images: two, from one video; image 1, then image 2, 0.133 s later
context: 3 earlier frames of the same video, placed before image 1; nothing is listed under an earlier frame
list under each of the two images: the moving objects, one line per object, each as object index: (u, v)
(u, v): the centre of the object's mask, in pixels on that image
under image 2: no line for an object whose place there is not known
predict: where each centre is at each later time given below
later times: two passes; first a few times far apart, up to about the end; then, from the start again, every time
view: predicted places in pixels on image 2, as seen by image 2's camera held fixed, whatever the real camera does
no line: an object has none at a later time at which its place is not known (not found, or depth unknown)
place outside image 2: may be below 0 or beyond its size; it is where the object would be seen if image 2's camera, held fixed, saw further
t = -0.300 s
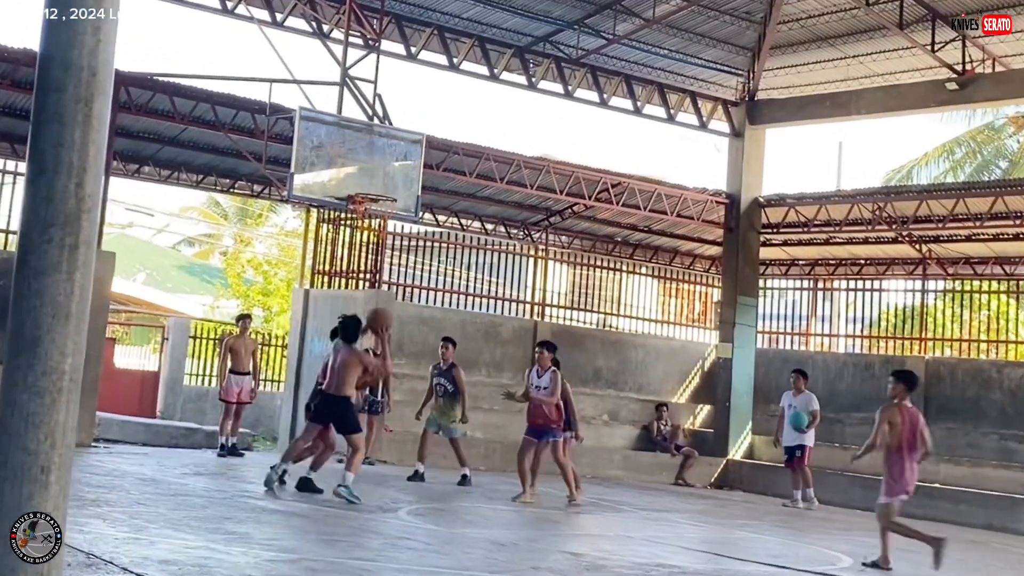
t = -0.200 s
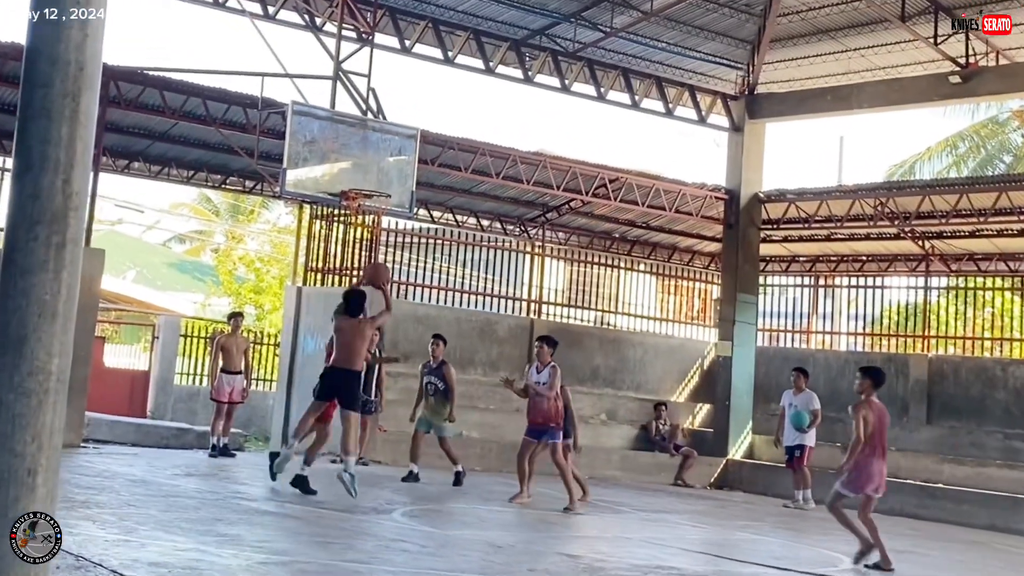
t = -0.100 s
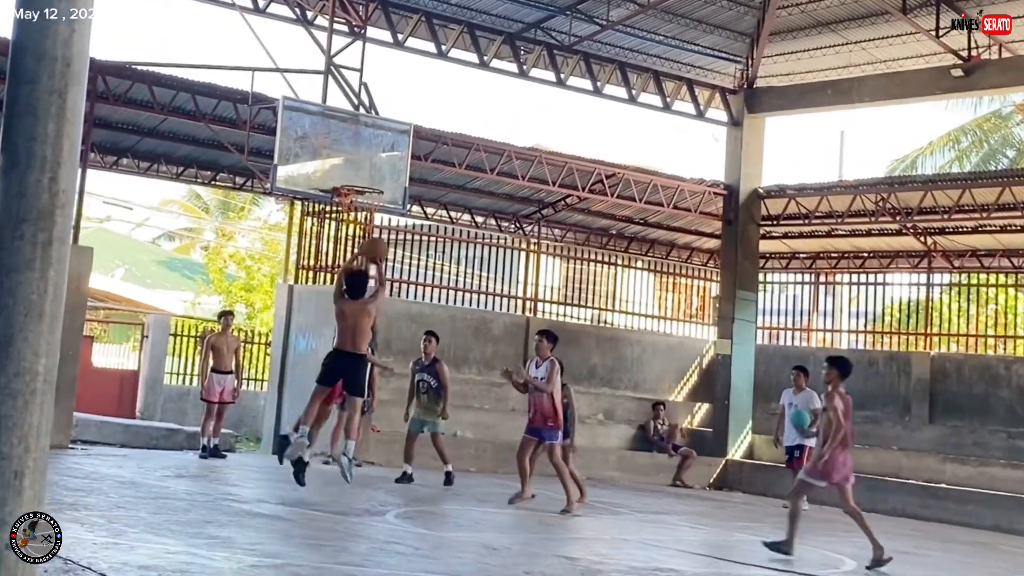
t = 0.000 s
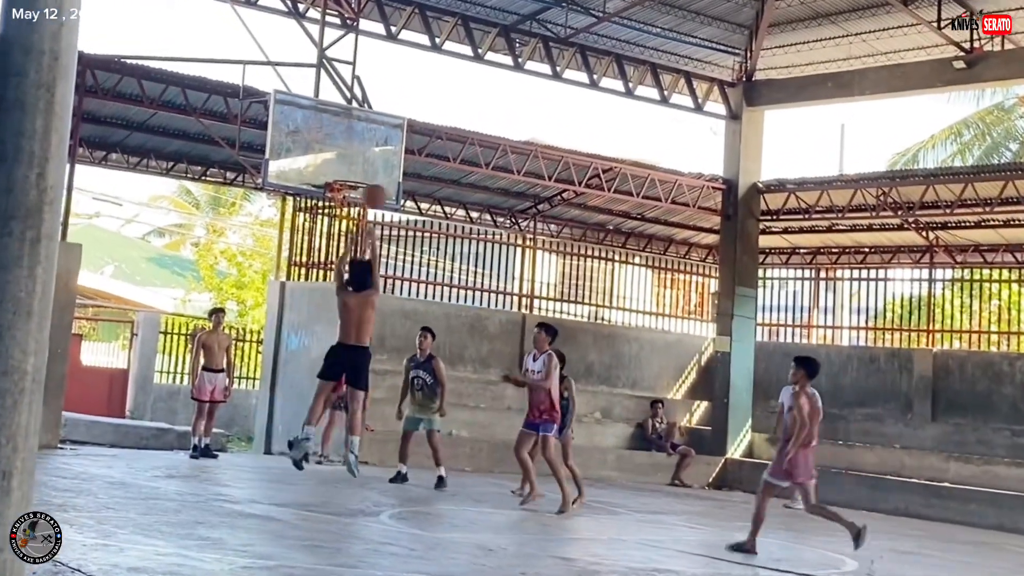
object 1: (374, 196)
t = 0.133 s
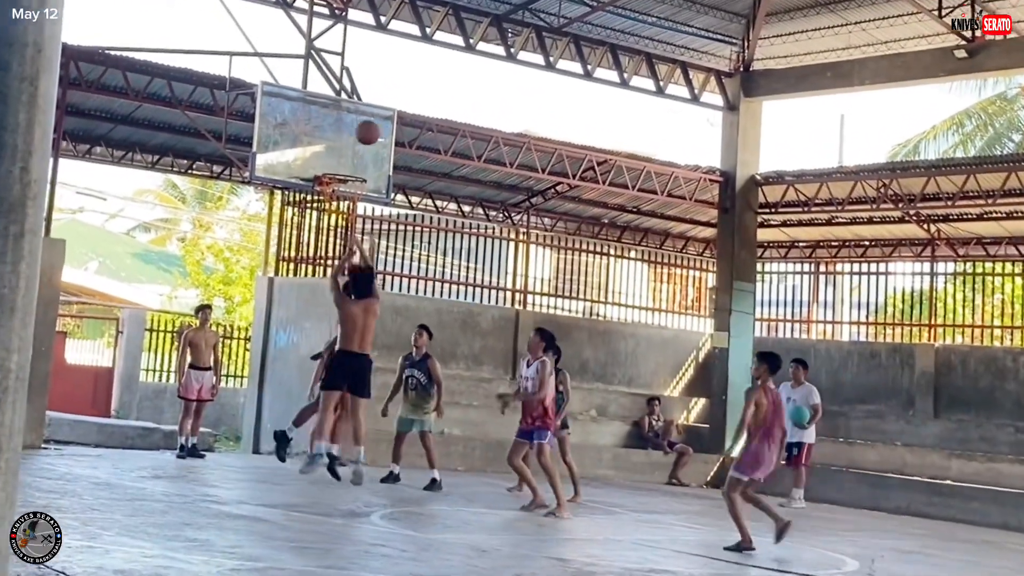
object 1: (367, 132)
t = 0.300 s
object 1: (369, 91)
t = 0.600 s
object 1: (365, 91)
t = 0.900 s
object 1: (356, 172)
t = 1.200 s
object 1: (339, 161)
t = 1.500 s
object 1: (346, 165)
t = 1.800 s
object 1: (351, 187)
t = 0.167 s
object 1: (368, 122)
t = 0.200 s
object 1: (368, 113)
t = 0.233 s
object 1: (369, 104)
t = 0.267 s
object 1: (369, 97)
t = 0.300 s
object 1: (369, 91)
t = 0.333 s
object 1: (369, 87)
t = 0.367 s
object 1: (369, 84)
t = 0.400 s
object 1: (368, 82)
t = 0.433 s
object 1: (368, 81)
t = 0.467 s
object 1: (368, 81)
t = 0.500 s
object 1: (367, 82)
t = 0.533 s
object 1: (367, 84)
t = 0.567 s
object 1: (366, 87)
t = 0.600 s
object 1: (365, 91)
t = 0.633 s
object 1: (365, 97)
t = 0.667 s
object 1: (364, 103)
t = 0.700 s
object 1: (364, 110)
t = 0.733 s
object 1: (363, 118)
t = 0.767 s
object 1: (362, 127)
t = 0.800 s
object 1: (360, 136)
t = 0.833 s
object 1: (359, 147)
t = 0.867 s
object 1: (358, 159)
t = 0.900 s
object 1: (356, 172)
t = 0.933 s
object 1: (352, 172)
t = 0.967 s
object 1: (345, 170)
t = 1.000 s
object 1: (338, 170)
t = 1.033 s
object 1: (332, 169)
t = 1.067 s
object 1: (333, 166)
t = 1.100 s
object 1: (335, 163)
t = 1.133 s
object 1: (336, 161)
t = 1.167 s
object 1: (338, 160)
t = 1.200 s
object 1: (339, 161)
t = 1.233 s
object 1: (340, 162)
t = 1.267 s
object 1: (342, 164)
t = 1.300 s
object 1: (342, 165)
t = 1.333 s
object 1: (343, 165)
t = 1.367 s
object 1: (344, 164)
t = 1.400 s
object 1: (344, 163)
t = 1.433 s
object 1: (345, 163)
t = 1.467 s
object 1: (345, 163)
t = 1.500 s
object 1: (346, 165)
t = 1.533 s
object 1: (347, 166)
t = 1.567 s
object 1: (347, 166)
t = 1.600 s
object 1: (348, 166)
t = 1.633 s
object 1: (348, 168)
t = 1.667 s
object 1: (349, 170)
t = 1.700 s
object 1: (350, 171)
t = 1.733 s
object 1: (350, 175)
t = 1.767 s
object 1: (351, 180)
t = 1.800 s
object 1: (351, 187)
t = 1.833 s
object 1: (351, 191)
